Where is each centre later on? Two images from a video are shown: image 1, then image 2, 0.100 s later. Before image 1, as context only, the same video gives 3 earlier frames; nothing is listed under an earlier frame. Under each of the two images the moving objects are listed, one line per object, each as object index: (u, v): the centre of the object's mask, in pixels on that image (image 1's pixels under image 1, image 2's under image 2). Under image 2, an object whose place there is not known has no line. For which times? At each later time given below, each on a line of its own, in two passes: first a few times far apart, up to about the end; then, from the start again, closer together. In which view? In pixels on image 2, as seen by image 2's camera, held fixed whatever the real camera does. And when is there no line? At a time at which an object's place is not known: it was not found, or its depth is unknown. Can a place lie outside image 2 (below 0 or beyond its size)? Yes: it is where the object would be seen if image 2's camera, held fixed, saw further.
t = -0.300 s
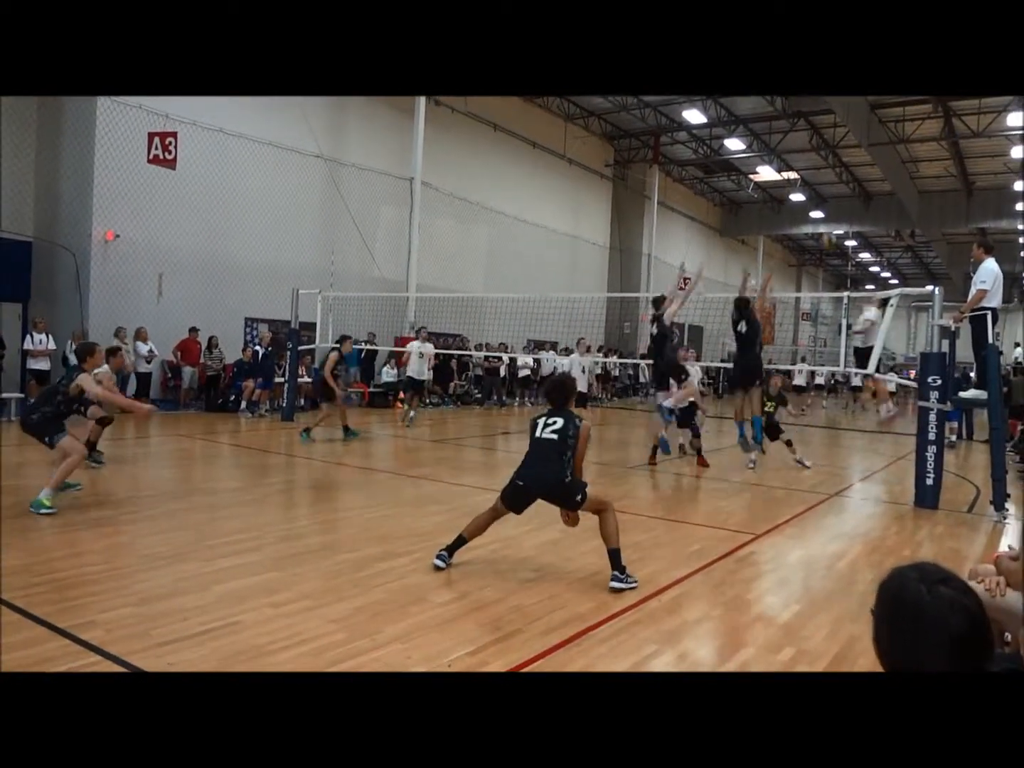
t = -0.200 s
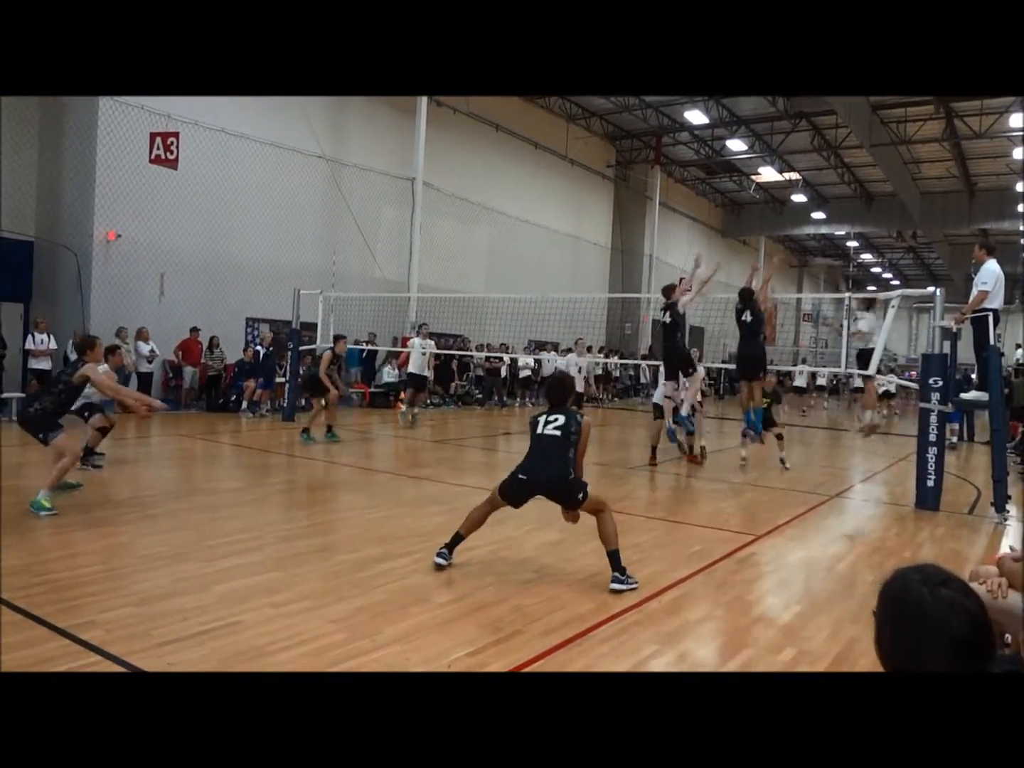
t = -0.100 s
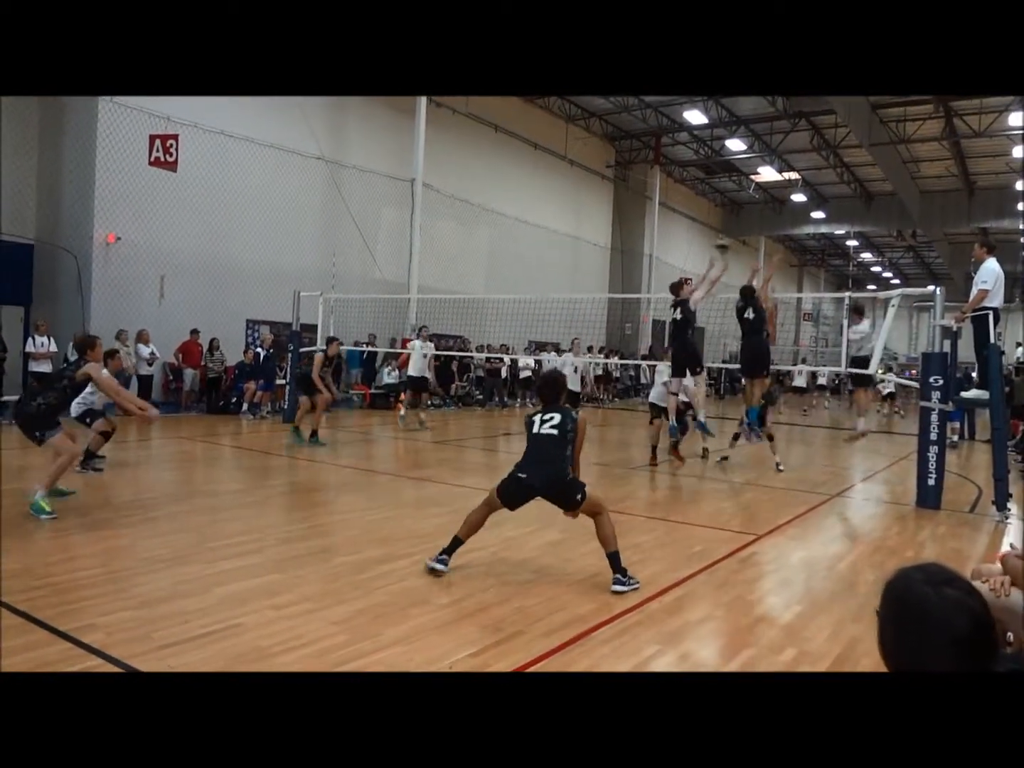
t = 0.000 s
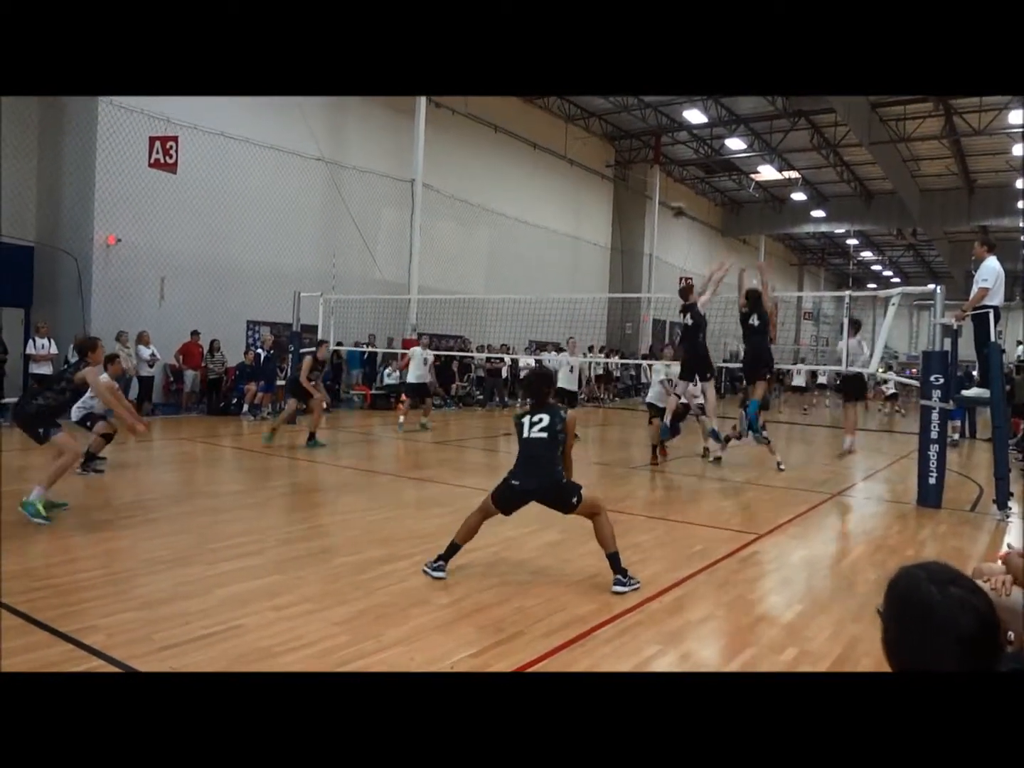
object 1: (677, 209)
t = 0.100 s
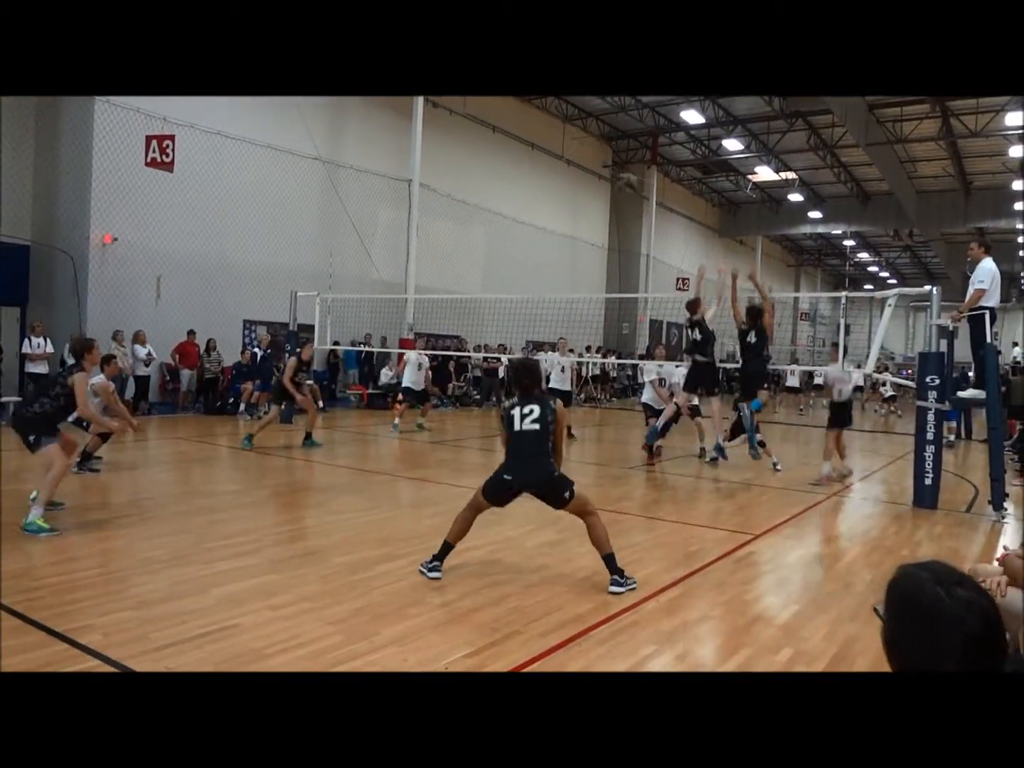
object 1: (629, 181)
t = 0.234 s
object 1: (556, 160)
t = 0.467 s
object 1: (417, 158)
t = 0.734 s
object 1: (226, 235)
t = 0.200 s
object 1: (573, 156)
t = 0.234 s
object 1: (556, 160)
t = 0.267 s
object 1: (540, 154)
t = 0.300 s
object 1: (520, 153)
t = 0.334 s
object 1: (499, 152)
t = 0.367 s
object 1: (481, 151)
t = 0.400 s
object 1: (459, 151)
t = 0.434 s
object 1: (438, 153)
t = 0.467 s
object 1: (417, 158)
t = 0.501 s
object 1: (395, 161)
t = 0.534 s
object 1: (372, 167)
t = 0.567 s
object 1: (349, 176)
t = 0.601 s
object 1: (327, 184)
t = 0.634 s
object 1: (301, 194)
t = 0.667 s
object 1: (276, 208)
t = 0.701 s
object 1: (253, 221)
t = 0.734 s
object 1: (226, 235)
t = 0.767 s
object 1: (199, 255)
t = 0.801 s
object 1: (175, 272)
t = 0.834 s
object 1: (147, 292)
